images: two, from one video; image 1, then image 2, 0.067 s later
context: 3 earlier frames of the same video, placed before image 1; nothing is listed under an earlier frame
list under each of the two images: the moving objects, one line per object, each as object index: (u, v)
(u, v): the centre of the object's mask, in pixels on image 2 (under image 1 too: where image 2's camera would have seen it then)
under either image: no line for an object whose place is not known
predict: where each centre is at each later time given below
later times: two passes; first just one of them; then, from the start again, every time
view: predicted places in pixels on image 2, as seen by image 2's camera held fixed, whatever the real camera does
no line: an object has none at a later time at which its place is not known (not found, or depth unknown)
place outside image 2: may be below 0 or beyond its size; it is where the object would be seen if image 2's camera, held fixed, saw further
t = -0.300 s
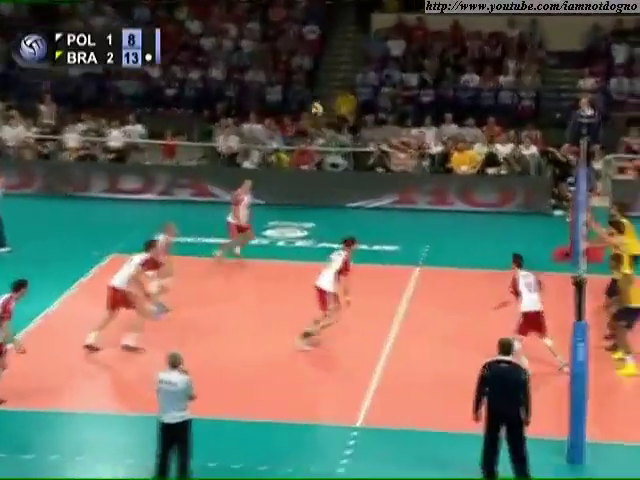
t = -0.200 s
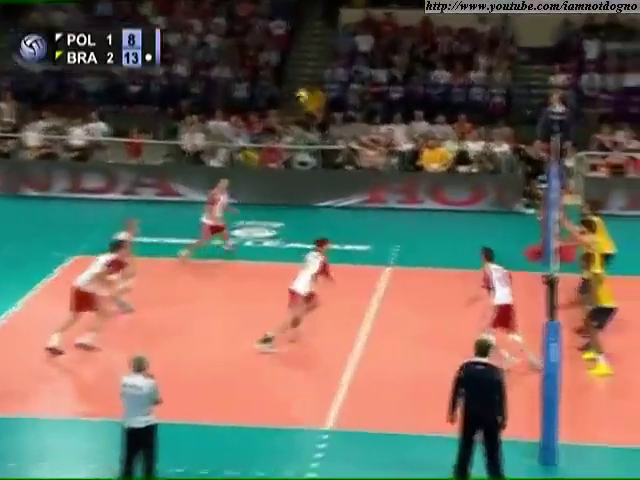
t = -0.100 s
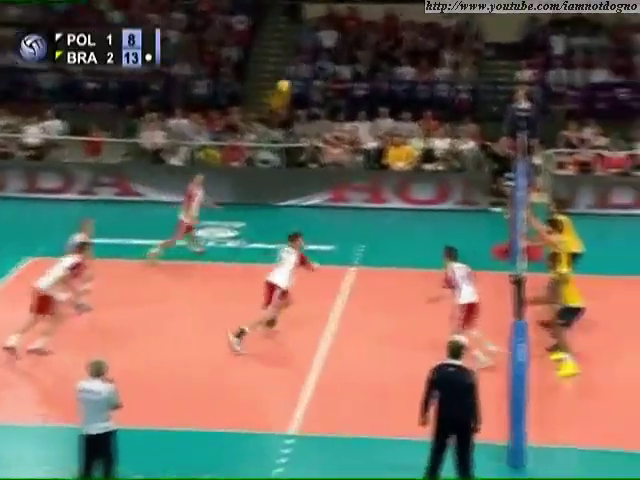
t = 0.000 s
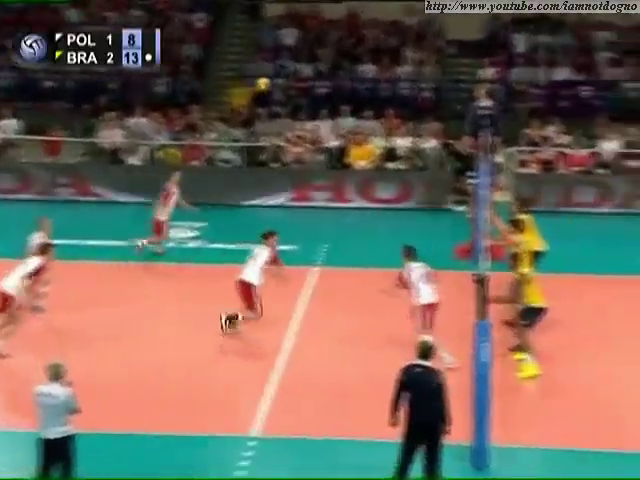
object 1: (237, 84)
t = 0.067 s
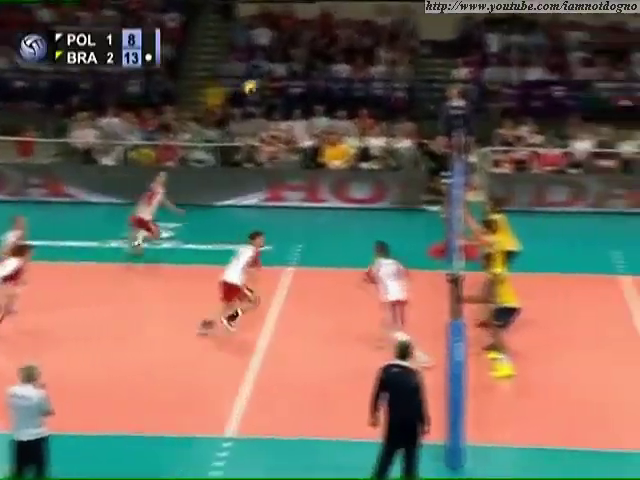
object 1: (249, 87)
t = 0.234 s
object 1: (276, 107)
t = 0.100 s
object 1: (254, 89)
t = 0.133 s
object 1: (260, 93)
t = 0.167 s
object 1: (266, 97)
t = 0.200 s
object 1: (271, 102)
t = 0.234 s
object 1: (276, 107)
